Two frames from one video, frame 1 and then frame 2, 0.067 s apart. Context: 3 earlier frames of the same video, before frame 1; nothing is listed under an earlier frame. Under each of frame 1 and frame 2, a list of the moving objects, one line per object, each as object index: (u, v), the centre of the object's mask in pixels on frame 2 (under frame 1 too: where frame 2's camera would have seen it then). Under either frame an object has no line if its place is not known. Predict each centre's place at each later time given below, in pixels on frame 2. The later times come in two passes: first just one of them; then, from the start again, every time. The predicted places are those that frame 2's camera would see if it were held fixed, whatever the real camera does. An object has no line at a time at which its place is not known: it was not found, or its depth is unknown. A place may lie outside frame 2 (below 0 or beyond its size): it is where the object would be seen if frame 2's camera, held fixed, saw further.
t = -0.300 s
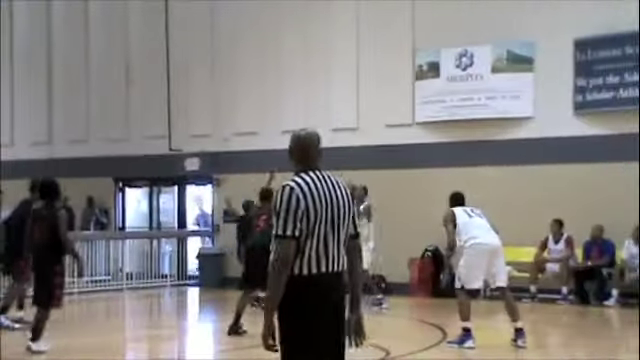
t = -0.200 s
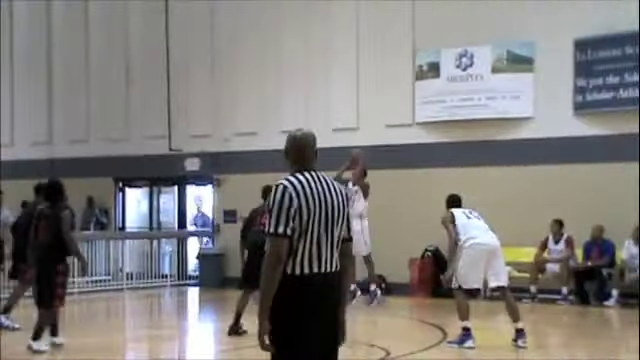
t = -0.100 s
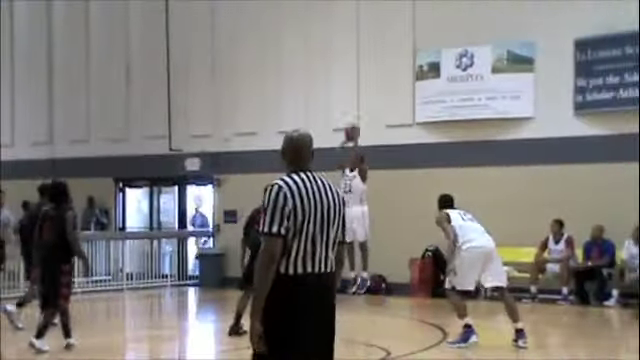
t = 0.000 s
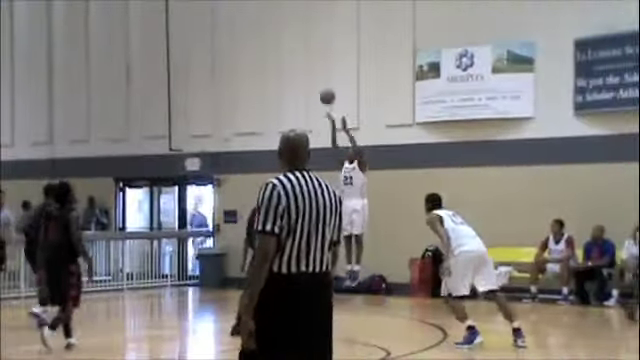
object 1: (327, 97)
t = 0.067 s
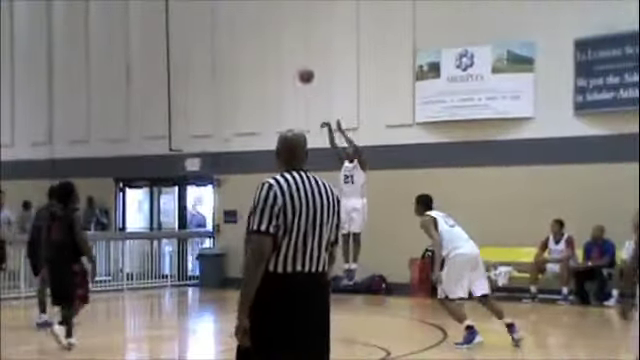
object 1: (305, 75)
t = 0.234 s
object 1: (250, 31)
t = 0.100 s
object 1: (295, 65)
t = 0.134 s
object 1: (284, 55)
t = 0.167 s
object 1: (273, 46)
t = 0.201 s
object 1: (262, 39)
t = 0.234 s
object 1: (250, 31)
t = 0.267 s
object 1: (239, 25)
